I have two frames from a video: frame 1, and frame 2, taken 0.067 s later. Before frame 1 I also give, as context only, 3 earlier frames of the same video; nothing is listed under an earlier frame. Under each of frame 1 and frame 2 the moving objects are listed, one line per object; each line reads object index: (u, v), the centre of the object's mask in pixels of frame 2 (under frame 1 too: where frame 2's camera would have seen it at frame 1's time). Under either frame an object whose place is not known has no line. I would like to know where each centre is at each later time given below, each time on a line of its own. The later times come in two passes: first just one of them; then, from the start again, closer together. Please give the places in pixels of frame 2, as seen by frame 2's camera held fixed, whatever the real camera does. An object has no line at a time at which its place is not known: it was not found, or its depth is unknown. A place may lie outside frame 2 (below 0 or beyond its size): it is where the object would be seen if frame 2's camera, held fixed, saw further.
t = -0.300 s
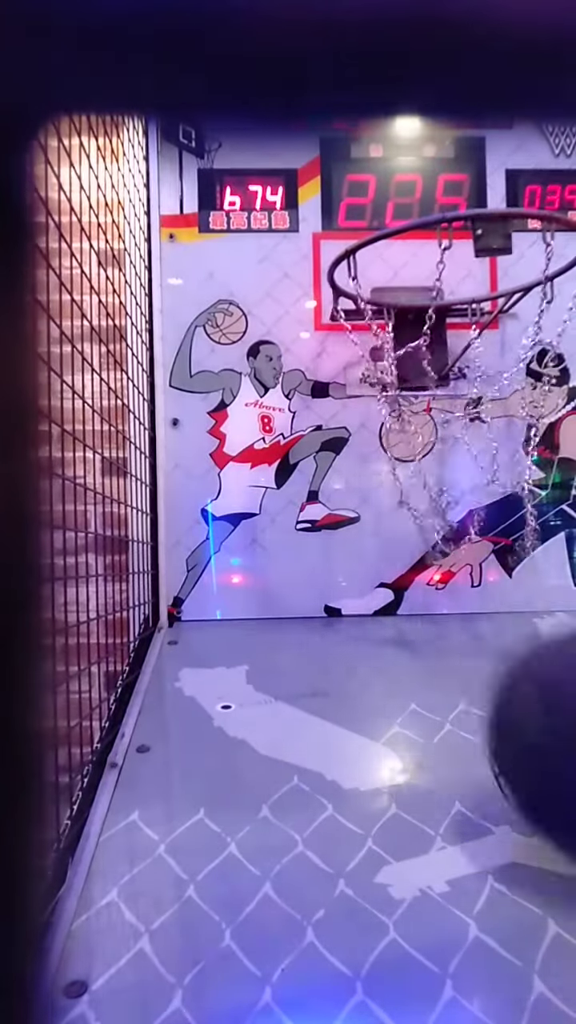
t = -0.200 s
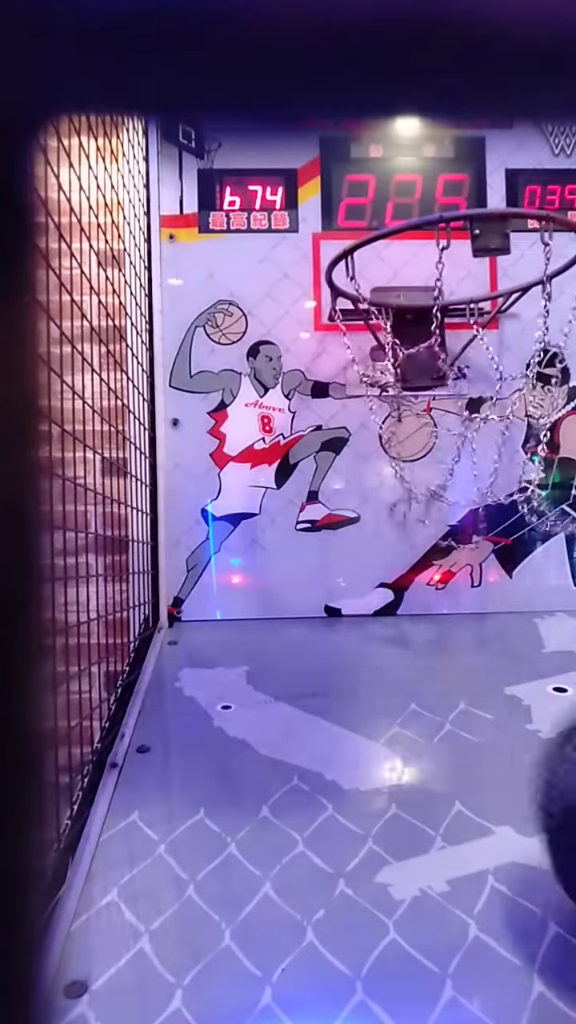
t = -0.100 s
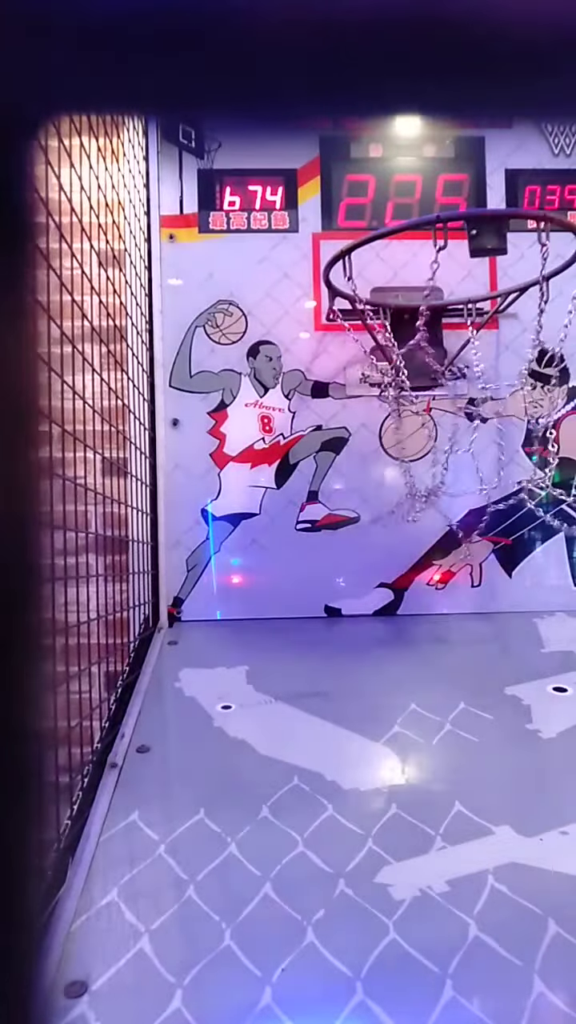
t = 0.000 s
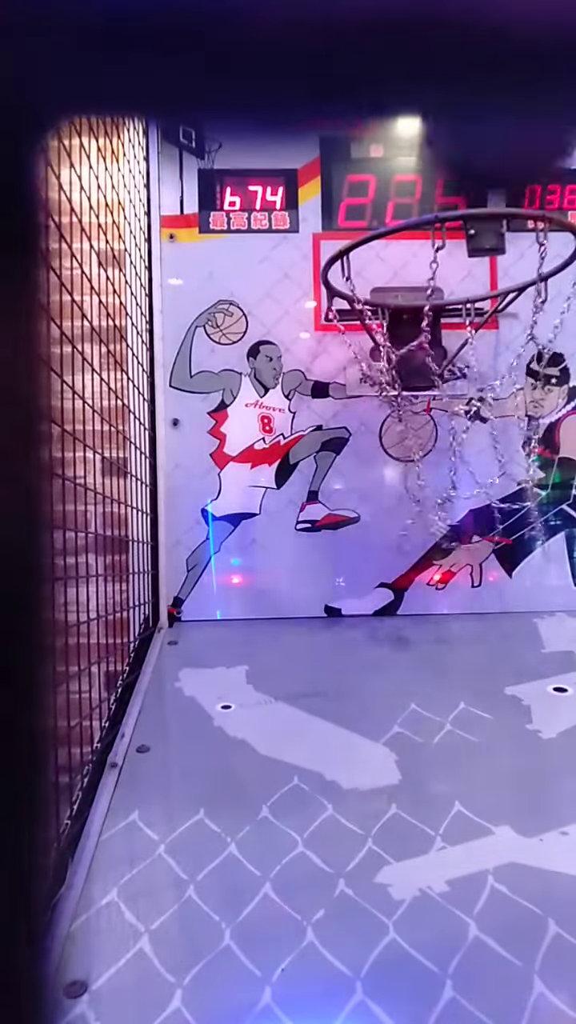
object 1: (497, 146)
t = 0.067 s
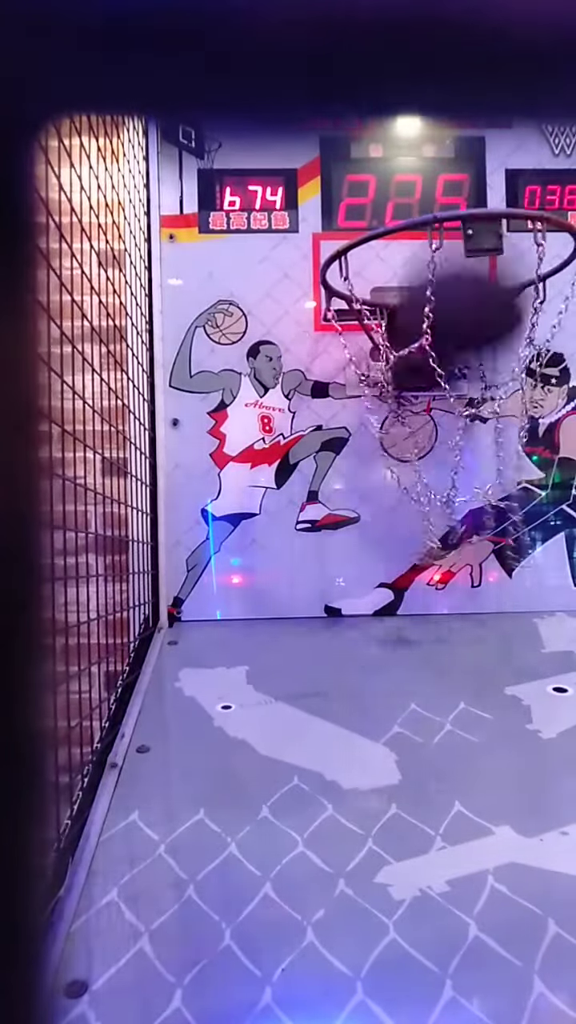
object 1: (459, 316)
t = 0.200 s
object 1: (428, 439)
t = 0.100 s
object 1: (450, 376)
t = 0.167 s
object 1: (435, 420)
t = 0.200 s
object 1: (428, 439)
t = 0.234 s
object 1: (424, 464)
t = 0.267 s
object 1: (419, 497)
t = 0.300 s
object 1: (412, 528)
